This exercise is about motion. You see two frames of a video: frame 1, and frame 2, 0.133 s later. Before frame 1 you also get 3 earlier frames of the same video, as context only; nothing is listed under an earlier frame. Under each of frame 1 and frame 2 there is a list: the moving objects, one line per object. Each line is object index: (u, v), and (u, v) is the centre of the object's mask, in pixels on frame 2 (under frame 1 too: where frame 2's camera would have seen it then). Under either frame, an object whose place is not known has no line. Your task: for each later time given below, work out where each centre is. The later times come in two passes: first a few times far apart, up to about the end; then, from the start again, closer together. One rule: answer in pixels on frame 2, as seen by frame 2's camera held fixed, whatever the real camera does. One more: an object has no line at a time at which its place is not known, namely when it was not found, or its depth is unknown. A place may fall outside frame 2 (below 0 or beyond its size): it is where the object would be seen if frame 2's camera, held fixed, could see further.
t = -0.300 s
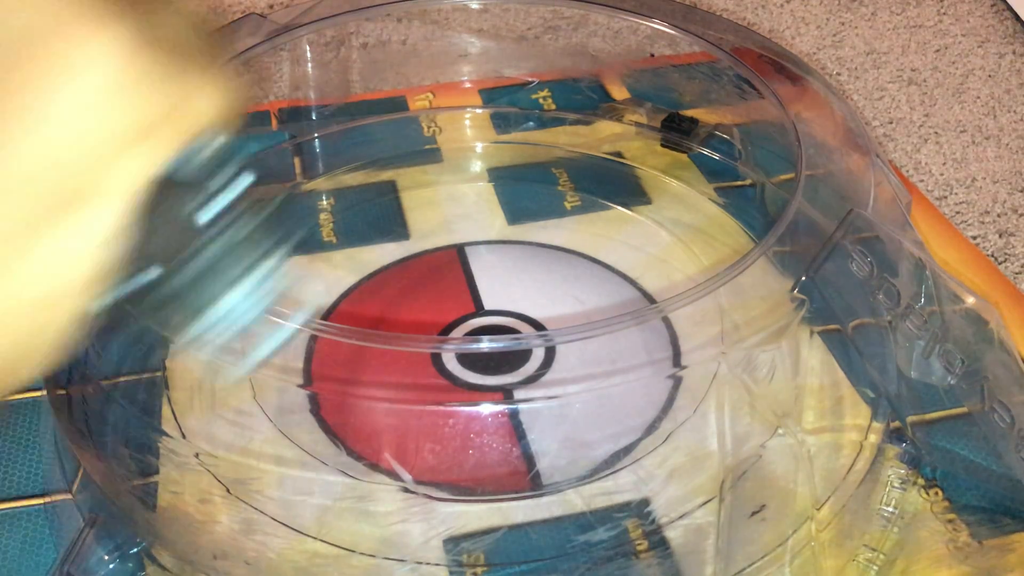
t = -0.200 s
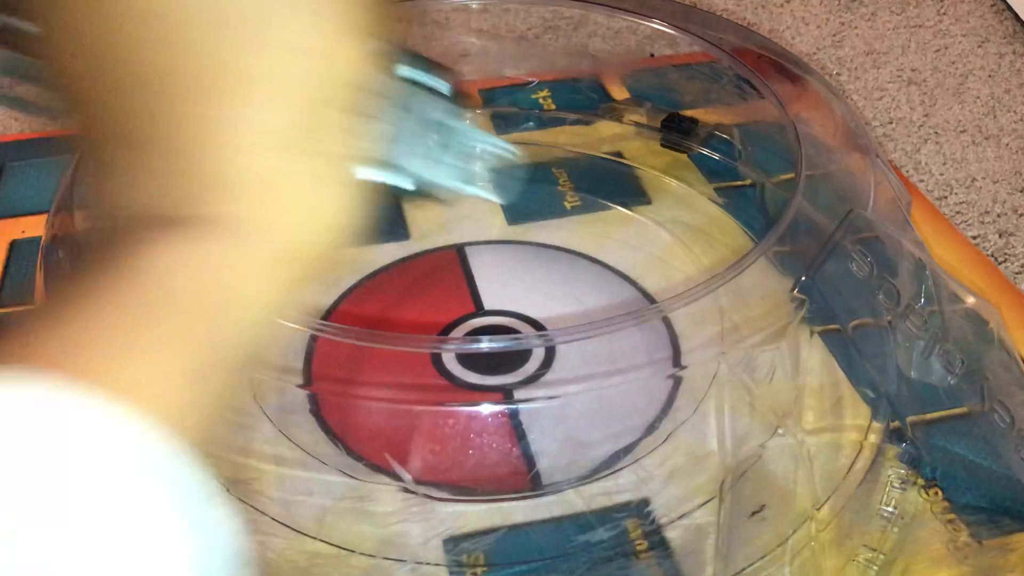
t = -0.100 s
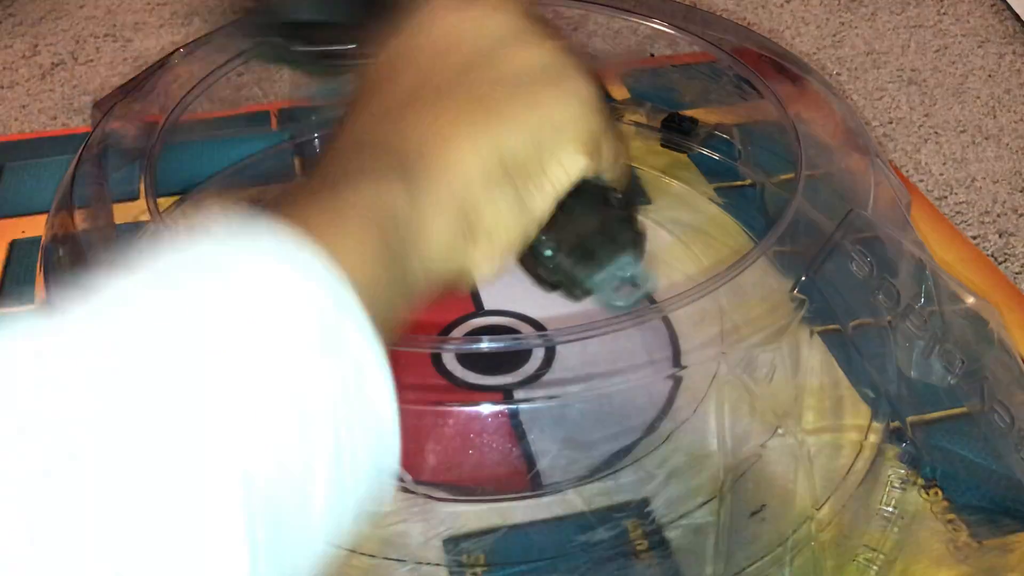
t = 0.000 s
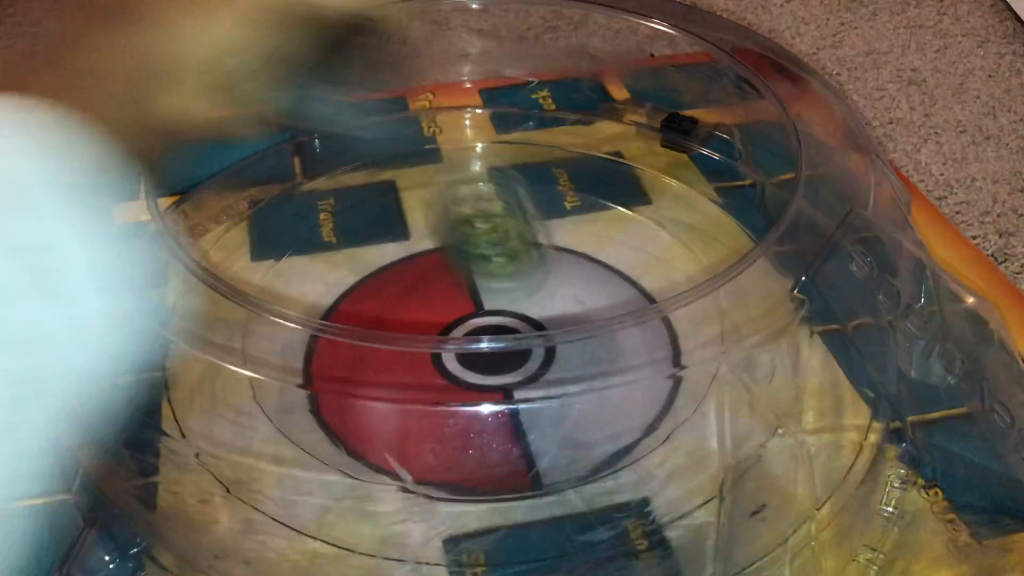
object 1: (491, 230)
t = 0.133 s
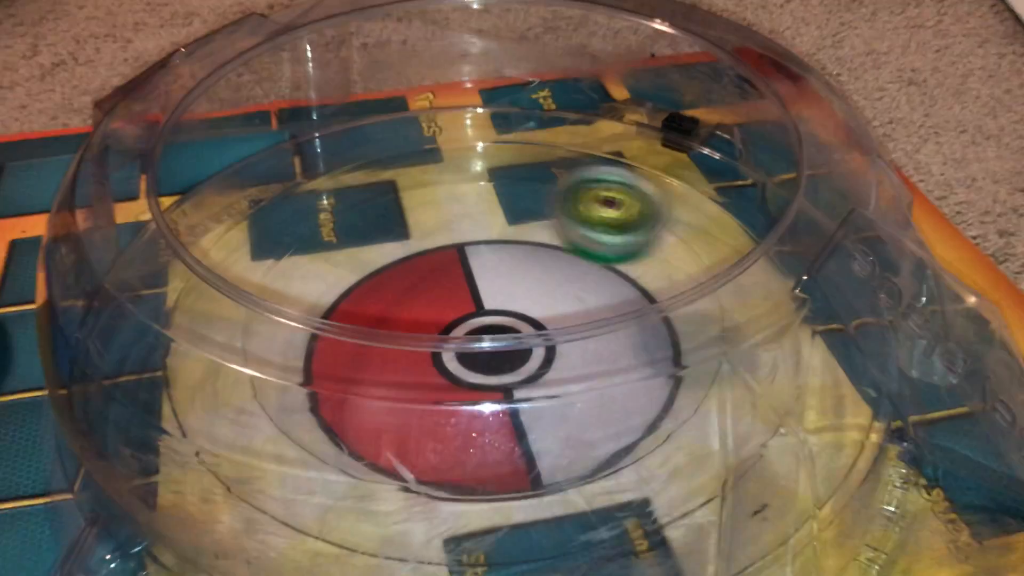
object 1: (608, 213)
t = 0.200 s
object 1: (653, 254)
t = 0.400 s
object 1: (643, 228)
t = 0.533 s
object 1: (557, 238)
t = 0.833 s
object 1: (413, 335)
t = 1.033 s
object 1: (604, 387)
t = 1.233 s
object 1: (698, 245)
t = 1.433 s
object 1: (532, 168)
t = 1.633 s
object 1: (334, 234)
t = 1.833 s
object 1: (369, 423)
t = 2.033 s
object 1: (659, 479)
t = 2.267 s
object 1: (851, 420)
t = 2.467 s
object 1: (847, 342)
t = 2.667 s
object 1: (774, 276)
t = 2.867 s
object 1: (634, 230)
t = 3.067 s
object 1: (350, 229)
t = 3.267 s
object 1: (155, 335)
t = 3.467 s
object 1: (180, 429)
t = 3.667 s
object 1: (360, 467)
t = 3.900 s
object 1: (579, 424)
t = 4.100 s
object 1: (674, 238)
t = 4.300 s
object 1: (543, 115)
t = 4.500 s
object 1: (412, 102)
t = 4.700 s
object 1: (306, 138)
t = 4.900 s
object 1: (225, 216)
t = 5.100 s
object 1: (193, 315)
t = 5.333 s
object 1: (222, 414)
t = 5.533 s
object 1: (297, 475)
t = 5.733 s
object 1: (400, 496)
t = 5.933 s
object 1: (498, 483)
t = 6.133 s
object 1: (572, 452)
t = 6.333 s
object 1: (640, 354)
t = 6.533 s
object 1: (556, 215)
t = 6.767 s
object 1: (326, 214)
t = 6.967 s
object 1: (263, 324)
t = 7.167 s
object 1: (443, 408)
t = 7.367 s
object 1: (625, 314)
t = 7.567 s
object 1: (557, 190)
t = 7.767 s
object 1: (403, 186)
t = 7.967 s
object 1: (324, 280)
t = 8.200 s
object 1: (499, 398)
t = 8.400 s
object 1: (652, 306)
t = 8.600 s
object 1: (591, 216)
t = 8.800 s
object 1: (439, 220)
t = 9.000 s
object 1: (348, 321)
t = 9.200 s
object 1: (467, 405)
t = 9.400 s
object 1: (609, 366)
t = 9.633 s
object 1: (559, 249)
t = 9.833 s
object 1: (399, 240)
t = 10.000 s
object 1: (333, 291)
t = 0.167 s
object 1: (631, 226)
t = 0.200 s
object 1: (653, 254)
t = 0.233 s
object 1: (666, 240)
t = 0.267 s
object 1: (666, 225)
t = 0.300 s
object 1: (667, 224)
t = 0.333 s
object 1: (666, 240)
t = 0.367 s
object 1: (656, 235)
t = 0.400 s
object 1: (643, 228)
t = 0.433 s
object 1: (627, 236)
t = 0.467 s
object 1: (606, 235)
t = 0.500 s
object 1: (583, 234)
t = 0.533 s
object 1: (557, 238)
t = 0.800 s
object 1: (404, 320)
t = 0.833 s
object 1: (413, 335)
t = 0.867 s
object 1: (432, 364)
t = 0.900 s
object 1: (460, 382)
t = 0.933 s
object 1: (490, 393)
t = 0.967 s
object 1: (523, 397)
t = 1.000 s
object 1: (560, 394)
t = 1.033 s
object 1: (604, 387)
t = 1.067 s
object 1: (639, 376)
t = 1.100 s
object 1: (668, 360)
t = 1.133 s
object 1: (687, 336)
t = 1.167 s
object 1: (702, 308)
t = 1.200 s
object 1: (707, 280)
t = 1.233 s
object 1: (698, 245)
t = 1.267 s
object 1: (690, 230)
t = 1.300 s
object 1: (664, 206)
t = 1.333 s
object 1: (634, 191)
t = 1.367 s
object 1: (603, 180)
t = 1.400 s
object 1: (570, 171)
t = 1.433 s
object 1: (532, 168)
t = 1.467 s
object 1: (494, 168)
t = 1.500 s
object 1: (457, 171)
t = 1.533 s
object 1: (421, 179)
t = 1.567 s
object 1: (386, 195)
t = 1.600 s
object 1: (358, 212)
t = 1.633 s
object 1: (334, 234)
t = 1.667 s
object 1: (315, 262)
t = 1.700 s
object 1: (309, 281)
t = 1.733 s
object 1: (300, 327)
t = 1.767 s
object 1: (309, 373)
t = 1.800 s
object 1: (335, 401)
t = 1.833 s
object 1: (369, 423)
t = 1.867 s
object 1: (413, 441)
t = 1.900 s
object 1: (466, 461)
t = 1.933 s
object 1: (522, 468)
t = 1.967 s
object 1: (573, 479)
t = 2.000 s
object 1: (616, 489)
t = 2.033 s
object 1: (659, 479)
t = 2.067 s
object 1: (699, 473)
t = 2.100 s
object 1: (733, 468)
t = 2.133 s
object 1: (765, 459)
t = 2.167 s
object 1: (791, 452)
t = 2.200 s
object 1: (820, 443)
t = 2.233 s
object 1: (838, 434)
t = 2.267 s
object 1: (851, 420)
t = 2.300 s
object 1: (852, 405)
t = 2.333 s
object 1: (854, 390)
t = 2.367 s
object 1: (855, 376)
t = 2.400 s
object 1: (853, 365)
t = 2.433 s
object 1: (849, 351)
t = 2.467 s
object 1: (847, 342)
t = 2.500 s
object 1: (842, 330)
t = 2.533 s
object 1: (835, 319)
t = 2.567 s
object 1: (821, 305)
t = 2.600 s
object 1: (811, 294)
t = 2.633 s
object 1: (801, 286)
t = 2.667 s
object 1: (774, 276)
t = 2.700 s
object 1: (759, 263)
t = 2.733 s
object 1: (743, 255)
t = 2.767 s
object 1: (713, 239)
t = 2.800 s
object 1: (699, 237)
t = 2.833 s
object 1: (669, 235)
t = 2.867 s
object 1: (634, 230)
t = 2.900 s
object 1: (596, 226)
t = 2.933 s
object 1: (552, 223)
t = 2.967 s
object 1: (504, 222)
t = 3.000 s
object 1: (450, 222)
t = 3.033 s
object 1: (400, 223)
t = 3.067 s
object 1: (350, 229)
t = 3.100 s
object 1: (305, 237)
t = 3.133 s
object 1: (268, 252)
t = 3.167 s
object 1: (245, 259)
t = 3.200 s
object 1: (201, 299)
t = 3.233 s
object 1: (171, 322)
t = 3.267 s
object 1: (155, 335)
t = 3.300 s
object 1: (148, 354)
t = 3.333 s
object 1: (140, 380)
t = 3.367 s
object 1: (138, 394)
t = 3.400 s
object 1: (150, 408)
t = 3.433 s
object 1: (170, 420)
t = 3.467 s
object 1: (180, 429)
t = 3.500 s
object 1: (204, 438)
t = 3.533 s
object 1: (229, 448)
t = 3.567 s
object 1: (262, 458)
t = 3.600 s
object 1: (296, 460)
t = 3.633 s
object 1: (327, 464)
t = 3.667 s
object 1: (360, 467)
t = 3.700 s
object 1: (389, 467)
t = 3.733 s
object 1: (421, 466)
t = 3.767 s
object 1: (453, 463)
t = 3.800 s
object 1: (481, 460)
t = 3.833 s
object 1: (514, 454)
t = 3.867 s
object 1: (547, 445)
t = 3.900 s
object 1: (579, 424)
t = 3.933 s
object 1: (615, 399)
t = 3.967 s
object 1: (644, 374)
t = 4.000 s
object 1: (665, 344)
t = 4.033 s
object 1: (677, 308)
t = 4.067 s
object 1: (670, 264)
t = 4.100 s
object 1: (674, 238)
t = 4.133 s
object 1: (659, 206)
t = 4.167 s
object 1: (636, 177)
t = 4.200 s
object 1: (610, 160)
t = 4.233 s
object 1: (585, 141)
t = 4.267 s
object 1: (564, 127)
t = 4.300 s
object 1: (543, 115)
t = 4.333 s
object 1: (521, 109)
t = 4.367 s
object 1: (497, 104)
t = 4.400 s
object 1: (474, 102)
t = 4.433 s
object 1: (452, 99)
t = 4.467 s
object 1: (431, 98)
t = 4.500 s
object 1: (412, 102)
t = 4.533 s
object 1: (393, 107)
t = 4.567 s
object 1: (374, 113)
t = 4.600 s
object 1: (358, 118)
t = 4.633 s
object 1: (337, 126)
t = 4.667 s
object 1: (322, 131)
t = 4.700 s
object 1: (306, 138)
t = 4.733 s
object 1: (289, 146)
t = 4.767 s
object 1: (273, 156)
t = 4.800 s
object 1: (260, 165)
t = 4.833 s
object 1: (246, 179)
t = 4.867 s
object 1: (234, 200)
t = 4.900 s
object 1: (225, 216)
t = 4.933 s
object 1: (223, 228)
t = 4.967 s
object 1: (223, 240)
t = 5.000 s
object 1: (209, 264)
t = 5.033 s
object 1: (201, 285)
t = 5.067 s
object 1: (199, 297)
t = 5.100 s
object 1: (193, 315)
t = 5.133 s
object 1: (190, 333)
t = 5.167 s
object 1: (192, 346)
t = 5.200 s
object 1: (196, 359)
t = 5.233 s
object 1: (199, 373)
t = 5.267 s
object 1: (205, 385)
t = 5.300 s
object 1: (214, 401)
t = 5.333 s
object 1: (222, 414)
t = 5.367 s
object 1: (230, 429)
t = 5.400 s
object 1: (243, 439)
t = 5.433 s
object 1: (255, 448)
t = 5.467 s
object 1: (267, 458)
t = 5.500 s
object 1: (282, 467)
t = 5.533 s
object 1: (297, 475)
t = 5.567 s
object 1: (315, 481)
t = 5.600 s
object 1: (331, 486)
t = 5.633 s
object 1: (348, 489)
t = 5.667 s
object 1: (366, 492)
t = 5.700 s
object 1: (383, 495)
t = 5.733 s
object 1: (400, 496)
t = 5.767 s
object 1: (418, 495)
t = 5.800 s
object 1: (435, 496)
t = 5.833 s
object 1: (452, 494)
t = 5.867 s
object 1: (468, 492)
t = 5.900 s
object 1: (482, 489)
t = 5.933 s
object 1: (498, 483)
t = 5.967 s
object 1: (514, 480)
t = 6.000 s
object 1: (527, 474)
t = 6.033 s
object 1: (539, 468)
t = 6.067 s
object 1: (550, 463)
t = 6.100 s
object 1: (561, 458)
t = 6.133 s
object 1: (572, 452)
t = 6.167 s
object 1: (582, 443)
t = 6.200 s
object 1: (591, 432)
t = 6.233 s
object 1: (607, 416)
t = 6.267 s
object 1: (619, 400)
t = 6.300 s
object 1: (629, 380)
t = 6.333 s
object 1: (640, 354)
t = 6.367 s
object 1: (642, 328)
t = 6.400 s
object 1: (637, 301)
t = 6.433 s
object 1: (626, 274)
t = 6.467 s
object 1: (609, 253)
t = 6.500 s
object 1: (585, 231)
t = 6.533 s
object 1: (556, 215)
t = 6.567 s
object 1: (527, 204)
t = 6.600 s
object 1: (490, 195)
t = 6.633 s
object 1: (456, 191)
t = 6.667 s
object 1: (419, 192)
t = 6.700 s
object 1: (384, 195)
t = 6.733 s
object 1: (355, 200)
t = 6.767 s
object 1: (326, 214)
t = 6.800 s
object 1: (303, 226)
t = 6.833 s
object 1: (285, 243)
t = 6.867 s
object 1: (273, 259)
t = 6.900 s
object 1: (271, 268)
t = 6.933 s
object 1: (260, 298)
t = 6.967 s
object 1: (263, 324)
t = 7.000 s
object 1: (272, 353)
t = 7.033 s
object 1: (295, 369)
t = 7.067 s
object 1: (324, 384)
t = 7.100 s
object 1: (358, 396)
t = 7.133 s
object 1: (396, 404)
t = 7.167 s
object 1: (443, 408)
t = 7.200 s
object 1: (482, 405)
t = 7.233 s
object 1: (521, 398)
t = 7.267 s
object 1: (559, 387)
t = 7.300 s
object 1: (591, 367)
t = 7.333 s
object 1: (615, 337)
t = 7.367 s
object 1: (625, 314)
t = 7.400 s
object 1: (625, 280)
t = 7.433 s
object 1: (624, 264)
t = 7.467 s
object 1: (614, 237)
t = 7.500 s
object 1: (599, 218)
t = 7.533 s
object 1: (578, 202)
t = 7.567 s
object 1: (557, 190)
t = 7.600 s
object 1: (532, 181)
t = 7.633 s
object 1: (504, 176)
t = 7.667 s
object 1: (479, 174)
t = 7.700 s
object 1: (451, 175)
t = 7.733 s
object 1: (428, 178)
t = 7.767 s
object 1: (403, 186)
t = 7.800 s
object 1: (382, 194)
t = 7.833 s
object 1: (363, 208)
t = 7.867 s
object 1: (345, 224)
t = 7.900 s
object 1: (333, 242)
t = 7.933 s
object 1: (325, 263)
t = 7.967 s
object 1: (324, 280)
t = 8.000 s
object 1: (326, 303)
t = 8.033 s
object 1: (338, 329)
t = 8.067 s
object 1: (358, 348)
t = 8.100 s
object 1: (384, 380)
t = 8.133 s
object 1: (419, 390)
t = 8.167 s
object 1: (460, 396)
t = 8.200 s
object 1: (499, 398)
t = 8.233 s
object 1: (538, 392)
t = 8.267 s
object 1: (576, 384)
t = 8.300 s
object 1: (609, 370)
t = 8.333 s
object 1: (628, 345)
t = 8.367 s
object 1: (645, 324)
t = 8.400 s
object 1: (652, 306)
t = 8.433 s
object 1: (652, 285)
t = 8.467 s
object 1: (648, 266)
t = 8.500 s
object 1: (640, 250)
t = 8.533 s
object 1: (627, 236)
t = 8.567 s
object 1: (609, 224)
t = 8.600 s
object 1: (591, 216)
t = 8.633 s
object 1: (569, 208)
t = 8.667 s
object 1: (545, 204)
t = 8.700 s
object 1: (520, 203)
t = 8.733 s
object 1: (493, 206)
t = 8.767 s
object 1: (466, 212)
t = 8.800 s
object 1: (439, 220)
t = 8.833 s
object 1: (415, 231)
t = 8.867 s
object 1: (392, 244)
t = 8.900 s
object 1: (373, 261)
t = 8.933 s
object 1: (359, 279)
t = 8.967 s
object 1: (354, 293)
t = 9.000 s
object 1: (348, 321)
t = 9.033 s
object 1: (352, 340)
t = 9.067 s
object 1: (362, 361)
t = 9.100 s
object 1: (382, 386)
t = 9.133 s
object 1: (407, 395)
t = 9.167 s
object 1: (435, 402)
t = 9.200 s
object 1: (467, 405)
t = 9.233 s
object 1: (496, 405)
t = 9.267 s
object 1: (523, 402)
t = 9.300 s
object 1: (550, 395)
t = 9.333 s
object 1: (571, 388)
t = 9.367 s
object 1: (594, 379)
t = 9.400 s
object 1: (609, 366)
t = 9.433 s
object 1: (616, 340)
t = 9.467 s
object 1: (617, 324)
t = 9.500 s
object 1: (614, 308)
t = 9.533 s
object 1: (606, 286)
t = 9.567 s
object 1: (597, 277)
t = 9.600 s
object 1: (580, 263)
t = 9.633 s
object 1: (559, 249)
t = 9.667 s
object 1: (535, 239)
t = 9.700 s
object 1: (509, 233)
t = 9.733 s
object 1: (480, 231)
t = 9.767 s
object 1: (451, 233)
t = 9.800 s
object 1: (424, 235)
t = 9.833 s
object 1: (399, 240)
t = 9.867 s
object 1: (377, 249)
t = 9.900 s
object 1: (360, 259)
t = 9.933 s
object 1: (345, 272)
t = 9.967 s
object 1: (336, 282)
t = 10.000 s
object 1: (333, 291)
